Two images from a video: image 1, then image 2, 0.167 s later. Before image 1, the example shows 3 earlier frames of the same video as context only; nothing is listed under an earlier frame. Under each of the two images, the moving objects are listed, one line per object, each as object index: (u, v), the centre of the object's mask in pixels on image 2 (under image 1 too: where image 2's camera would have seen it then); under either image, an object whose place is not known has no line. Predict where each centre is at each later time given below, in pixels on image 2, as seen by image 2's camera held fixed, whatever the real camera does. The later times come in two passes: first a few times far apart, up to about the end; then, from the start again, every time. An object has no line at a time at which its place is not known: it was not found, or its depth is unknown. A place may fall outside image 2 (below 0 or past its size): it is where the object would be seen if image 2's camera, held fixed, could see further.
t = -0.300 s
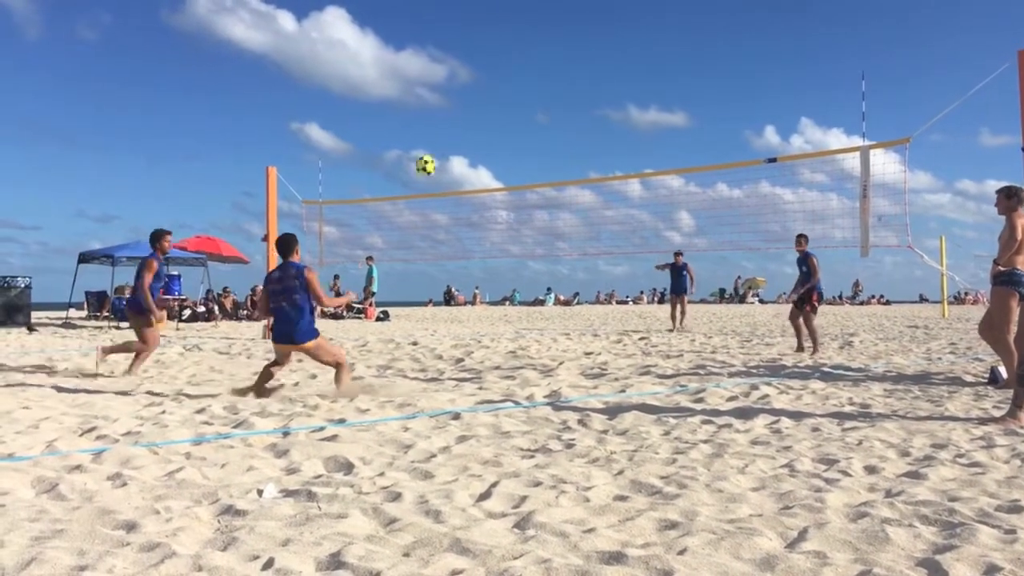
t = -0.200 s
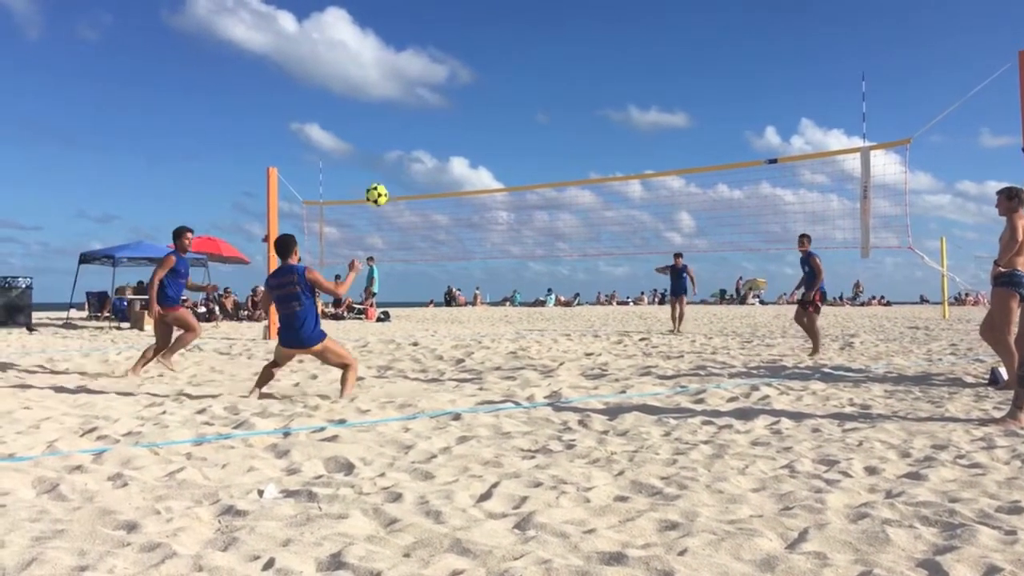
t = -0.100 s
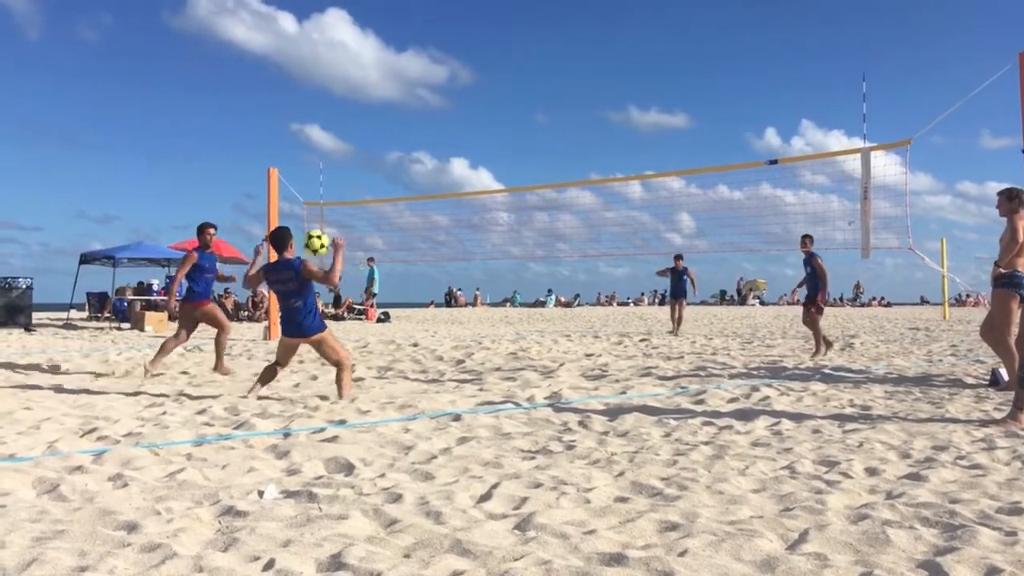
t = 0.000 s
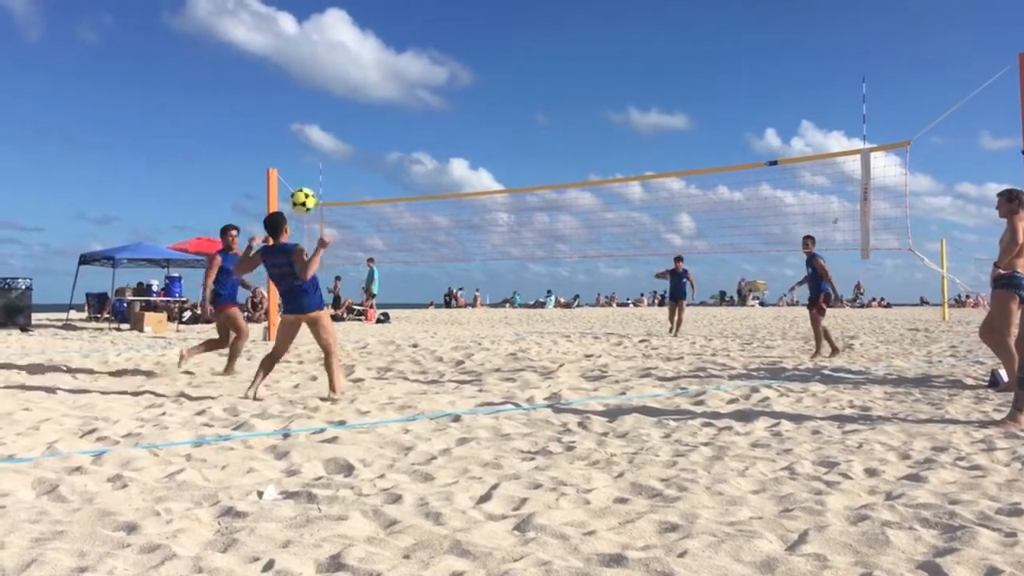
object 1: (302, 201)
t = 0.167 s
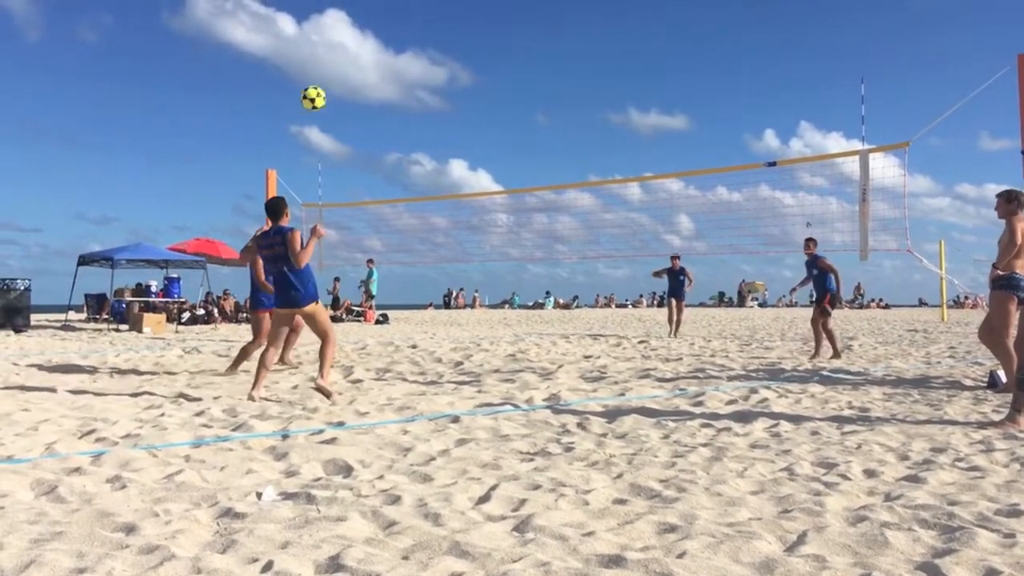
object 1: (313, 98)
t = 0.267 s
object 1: (318, 55)
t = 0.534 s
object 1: (332, 4)
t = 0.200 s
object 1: (315, 82)
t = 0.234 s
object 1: (317, 68)
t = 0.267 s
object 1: (318, 55)
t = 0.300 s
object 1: (320, 43)
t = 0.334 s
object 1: (322, 33)
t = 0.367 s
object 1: (324, 24)
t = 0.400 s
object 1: (326, 16)
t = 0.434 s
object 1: (328, 10)
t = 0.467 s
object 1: (329, 7)
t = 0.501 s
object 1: (331, 6)
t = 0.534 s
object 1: (332, 4)
